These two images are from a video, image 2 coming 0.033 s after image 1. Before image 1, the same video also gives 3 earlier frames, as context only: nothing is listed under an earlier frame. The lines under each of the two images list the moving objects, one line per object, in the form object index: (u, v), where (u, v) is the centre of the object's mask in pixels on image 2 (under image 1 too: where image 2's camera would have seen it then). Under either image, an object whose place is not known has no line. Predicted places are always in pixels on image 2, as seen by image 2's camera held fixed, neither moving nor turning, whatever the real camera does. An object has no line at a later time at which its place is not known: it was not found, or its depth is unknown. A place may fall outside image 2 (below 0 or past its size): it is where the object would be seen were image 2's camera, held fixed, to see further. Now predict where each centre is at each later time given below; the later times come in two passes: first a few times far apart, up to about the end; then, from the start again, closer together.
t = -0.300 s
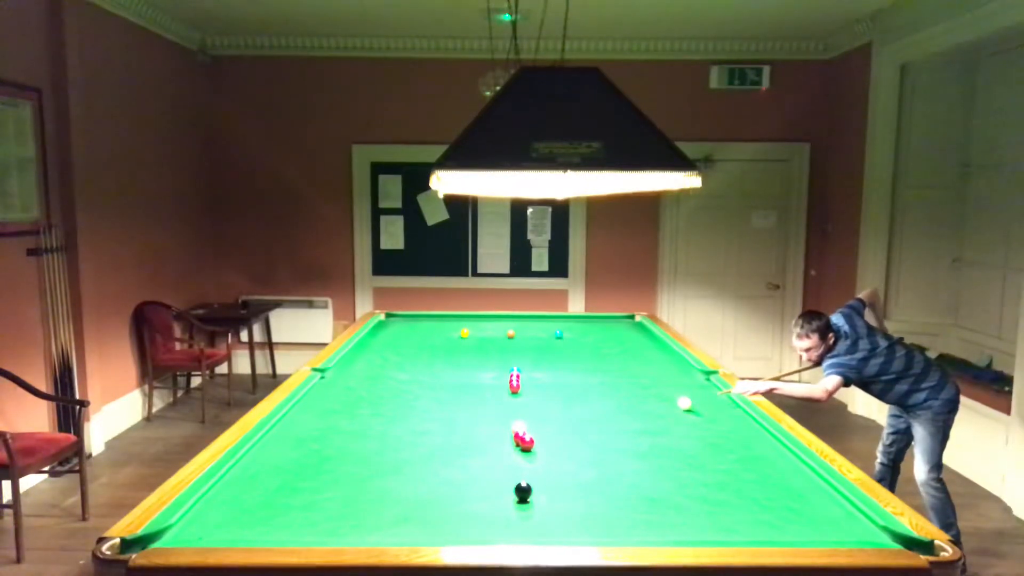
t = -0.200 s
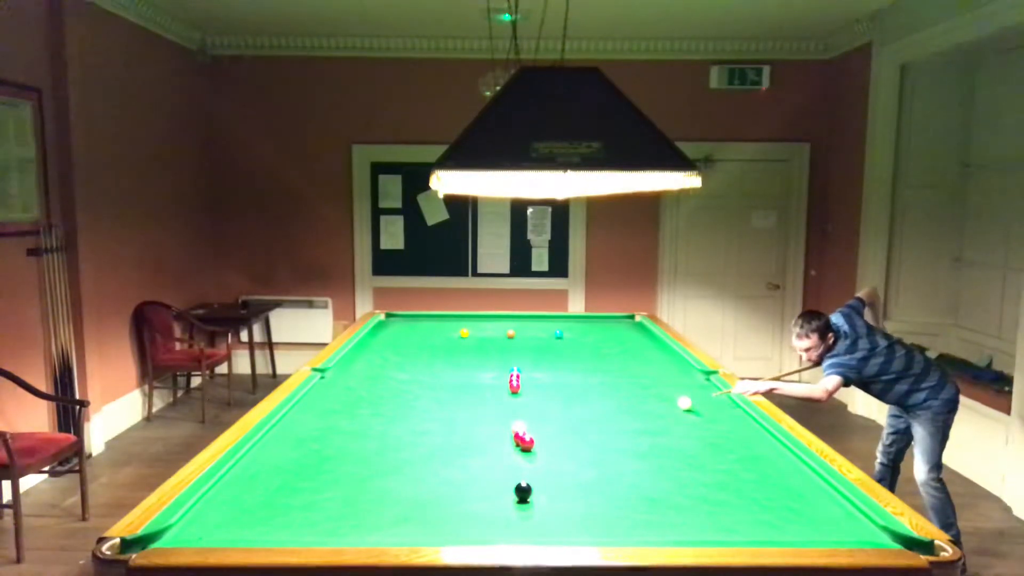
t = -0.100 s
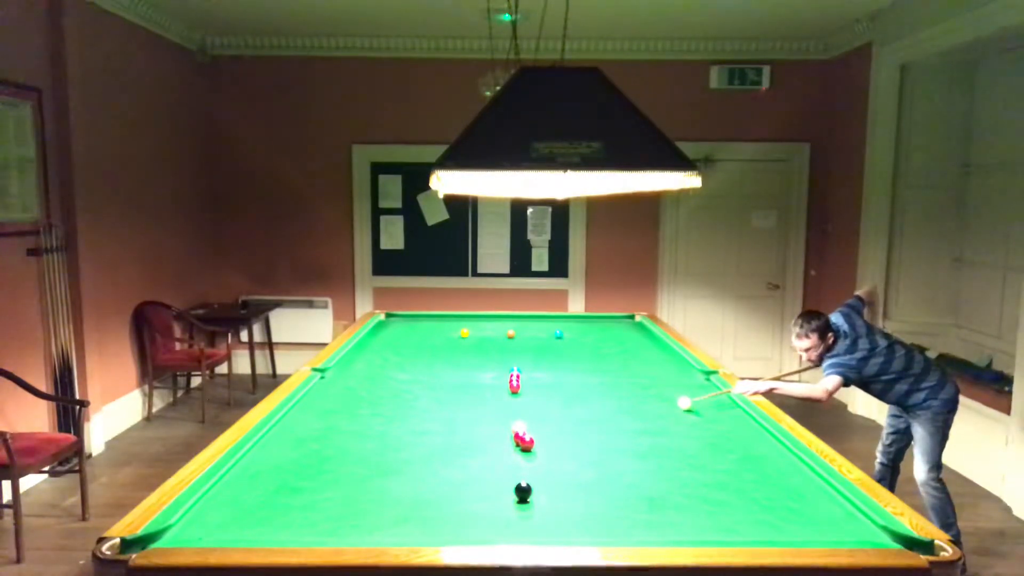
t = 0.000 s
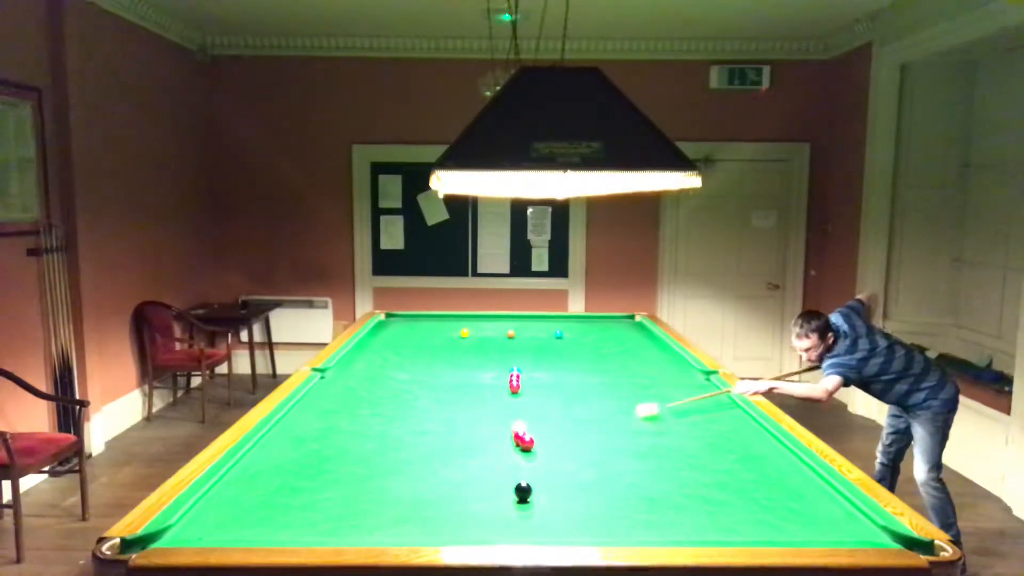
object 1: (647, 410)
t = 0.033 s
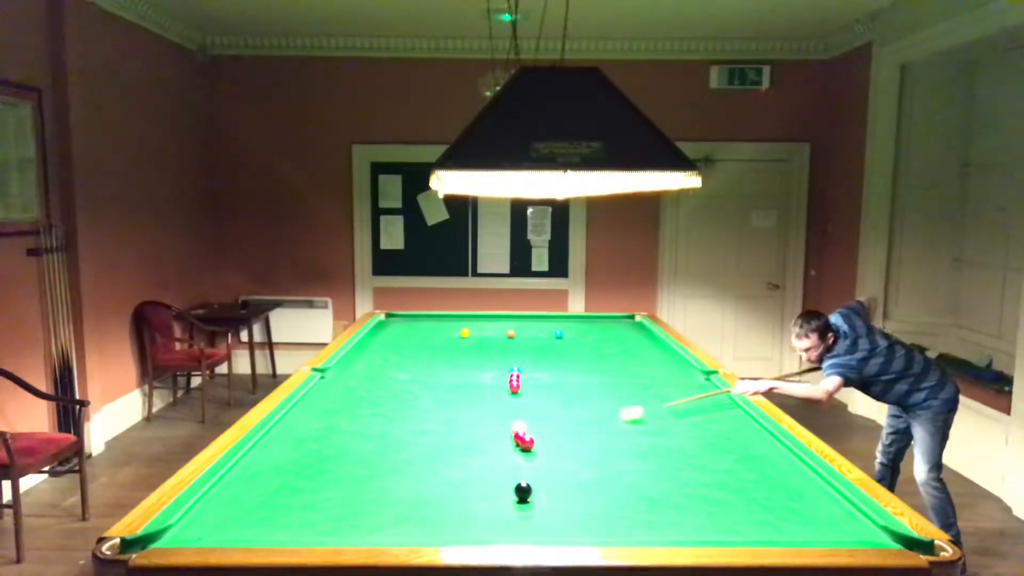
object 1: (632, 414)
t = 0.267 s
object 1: (533, 431)
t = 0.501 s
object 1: (499, 435)
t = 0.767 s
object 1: (453, 439)
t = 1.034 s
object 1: (408, 443)
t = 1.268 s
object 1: (370, 447)
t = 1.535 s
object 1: (327, 450)
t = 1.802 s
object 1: (286, 454)
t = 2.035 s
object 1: (249, 458)
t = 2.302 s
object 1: (271, 460)
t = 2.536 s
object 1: (290, 462)
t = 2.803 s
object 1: (311, 464)
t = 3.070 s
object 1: (329, 465)
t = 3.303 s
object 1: (344, 466)
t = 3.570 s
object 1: (359, 467)
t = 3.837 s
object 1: (371, 468)
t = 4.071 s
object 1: (379, 470)
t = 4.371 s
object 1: (390, 471)
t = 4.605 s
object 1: (393, 471)
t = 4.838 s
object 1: (396, 471)
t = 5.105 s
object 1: (397, 471)
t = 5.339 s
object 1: (398, 470)
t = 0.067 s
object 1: (616, 417)
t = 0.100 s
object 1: (601, 420)
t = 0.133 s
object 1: (586, 423)
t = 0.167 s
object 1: (570, 426)
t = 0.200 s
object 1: (555, 430)
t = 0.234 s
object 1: (541, 431)
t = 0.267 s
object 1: (533, 431)
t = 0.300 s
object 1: (522, 429)
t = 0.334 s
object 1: (521, 430)
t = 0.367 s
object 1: (520, 430)
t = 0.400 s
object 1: (517, 431)
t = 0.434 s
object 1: (509, 435)
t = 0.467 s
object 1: (504, 435)
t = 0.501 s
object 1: (499, 435)
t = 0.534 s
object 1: (493, 435)
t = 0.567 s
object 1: (487, 436)
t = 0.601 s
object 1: (482, 436)
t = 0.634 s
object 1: (476, 436)
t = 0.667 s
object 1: (470, 437)
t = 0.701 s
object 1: (465, 438)
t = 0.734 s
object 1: (458, 438)
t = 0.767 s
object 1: (453, 439)
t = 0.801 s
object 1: (448, 439)
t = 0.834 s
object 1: (442, 440)
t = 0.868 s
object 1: (436, 440)
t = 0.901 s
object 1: (430, 441)
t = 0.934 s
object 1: (425, 441)
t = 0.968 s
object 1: (420, 442)
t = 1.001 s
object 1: (414, 442)
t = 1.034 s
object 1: (408, 443)
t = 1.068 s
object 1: (402, 443)
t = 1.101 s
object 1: (397, 445)
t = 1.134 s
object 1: (391, 445)
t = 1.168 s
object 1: (386, 445)
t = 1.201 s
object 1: (380, 446)
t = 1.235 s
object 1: (375, 446)
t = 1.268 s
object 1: (370, 447)
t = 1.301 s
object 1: (365, 447)
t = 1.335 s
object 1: (359, 447)
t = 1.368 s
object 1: (354, 448)
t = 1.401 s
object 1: (349, 448)
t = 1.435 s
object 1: (343, 449)
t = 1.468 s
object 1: (337, 449)
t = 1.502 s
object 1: (332, 450)
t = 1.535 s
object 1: (327, 450)
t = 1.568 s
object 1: (322, 451)
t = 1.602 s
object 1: (316, 451)
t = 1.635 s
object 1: (311, 452)
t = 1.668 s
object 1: (306, 453)
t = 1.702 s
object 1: (301, 453)
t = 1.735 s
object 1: (296, 453)
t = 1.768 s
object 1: (291, 454)
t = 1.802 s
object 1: (286, 454)
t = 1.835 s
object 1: (281, 455)
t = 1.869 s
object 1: (275, 455)
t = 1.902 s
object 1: (270, 456)
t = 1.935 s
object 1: (266, 456)
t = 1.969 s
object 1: (260, 456)
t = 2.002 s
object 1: (255, 457)
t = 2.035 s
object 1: (249, 458)
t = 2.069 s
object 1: (249, 459)
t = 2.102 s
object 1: (252, 459)
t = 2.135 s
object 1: (255, 459)
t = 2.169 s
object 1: (258, 459)
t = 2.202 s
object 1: (262, 460)
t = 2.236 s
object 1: (265, 460)
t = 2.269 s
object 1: (267, 460)
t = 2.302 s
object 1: (271, 460)
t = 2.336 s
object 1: (273, 461)
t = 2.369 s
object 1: (277, 461)
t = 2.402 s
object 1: (279, 461)
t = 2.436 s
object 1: (282, 462)
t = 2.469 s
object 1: (285, 462)
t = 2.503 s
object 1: (288, 462)
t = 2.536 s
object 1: (290, 462)
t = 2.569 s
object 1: (293, 462)
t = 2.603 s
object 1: (295, 462)
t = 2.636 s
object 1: (298, 462)
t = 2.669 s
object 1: (300, 463)
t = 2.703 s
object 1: (303, 463)
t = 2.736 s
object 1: (306, 463)
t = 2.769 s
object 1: (308, 463)
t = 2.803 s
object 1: (311, 464)
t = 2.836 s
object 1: (313, 464)
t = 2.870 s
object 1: (315, 464)
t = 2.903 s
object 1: (318, 464)
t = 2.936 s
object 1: (320, 464)
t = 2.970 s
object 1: (323, 464)
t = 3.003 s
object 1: (325, 464)
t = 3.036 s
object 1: (327, 465)
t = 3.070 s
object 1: (329, 465)
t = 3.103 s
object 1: (332, 465)
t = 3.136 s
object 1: (334, 465)
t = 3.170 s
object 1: (336, 466)
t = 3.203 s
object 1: (338, 466)
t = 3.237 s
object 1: (340, 466)
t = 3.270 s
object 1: (342, 466)
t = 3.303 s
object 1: (344, 466)
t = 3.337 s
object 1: (347, 466)
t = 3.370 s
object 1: (348, 466)
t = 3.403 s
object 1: (350, 467)
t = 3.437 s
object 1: (351, 467)
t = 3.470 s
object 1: (354, 467)
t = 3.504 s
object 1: (355, 467)
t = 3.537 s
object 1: (357, 467)
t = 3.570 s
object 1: (359, 467)
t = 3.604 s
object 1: (360, 467)
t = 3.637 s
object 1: (362, 468)
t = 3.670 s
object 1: (363, 468)
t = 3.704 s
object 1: (365, 468)
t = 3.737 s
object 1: (367, 468)
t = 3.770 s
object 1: (368, 468)
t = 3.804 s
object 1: (369, 469)
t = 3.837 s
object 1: (371, 468)
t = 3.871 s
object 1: (372, 469)
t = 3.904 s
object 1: (373, 469)
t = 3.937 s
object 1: (374, 469)
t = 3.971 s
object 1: (375, 469)
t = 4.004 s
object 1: (377, 469)
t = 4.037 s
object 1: (379, 470)
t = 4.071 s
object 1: (379, 470)
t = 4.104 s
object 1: (380, 470)
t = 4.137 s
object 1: (379, 468)
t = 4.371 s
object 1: (390, 471)
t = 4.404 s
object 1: (389, 470)
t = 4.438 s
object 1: (389, 471)
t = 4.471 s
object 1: (390, 471)
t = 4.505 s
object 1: (391, 471)
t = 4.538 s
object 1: (391, 471)
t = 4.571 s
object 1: (393, 470)
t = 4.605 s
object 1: (393, 471)
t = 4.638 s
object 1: (394, 470)
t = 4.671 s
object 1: (394, 471)
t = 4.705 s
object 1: (395, 471)
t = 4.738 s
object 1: (395, 471)
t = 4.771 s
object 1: (395, 471)
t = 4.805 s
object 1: (396, 471)
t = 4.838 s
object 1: (396, 471)
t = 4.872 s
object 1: (397, 471)
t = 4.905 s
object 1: (397, 471)
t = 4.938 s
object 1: (397, 471)
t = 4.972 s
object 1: (397, 471)
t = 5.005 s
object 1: (397, 471)
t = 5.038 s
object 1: (397, 471)
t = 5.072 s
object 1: (397, 471)
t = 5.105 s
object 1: (397, 471)
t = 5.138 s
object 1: (397, 471)
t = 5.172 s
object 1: (397, 471)
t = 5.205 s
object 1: (398, 471)
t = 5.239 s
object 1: (397, 471)
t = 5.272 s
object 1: (397, 471)
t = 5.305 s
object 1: (398, 471)
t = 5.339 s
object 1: (398, 470)
